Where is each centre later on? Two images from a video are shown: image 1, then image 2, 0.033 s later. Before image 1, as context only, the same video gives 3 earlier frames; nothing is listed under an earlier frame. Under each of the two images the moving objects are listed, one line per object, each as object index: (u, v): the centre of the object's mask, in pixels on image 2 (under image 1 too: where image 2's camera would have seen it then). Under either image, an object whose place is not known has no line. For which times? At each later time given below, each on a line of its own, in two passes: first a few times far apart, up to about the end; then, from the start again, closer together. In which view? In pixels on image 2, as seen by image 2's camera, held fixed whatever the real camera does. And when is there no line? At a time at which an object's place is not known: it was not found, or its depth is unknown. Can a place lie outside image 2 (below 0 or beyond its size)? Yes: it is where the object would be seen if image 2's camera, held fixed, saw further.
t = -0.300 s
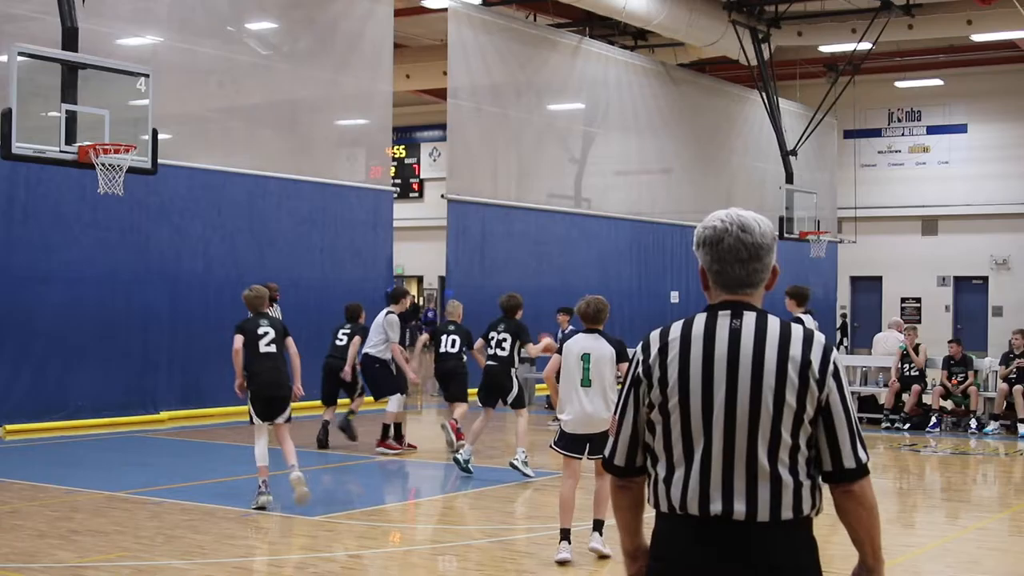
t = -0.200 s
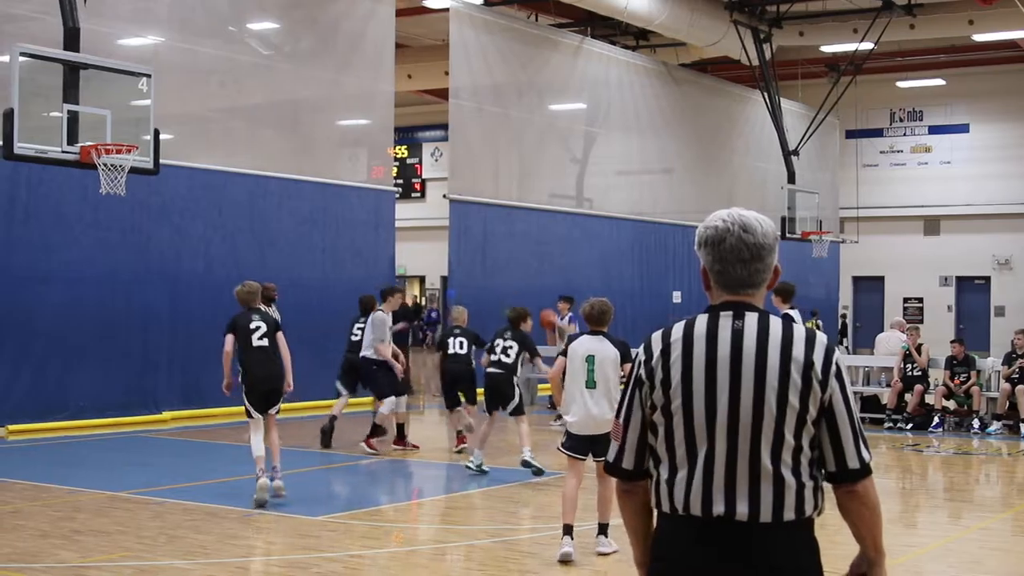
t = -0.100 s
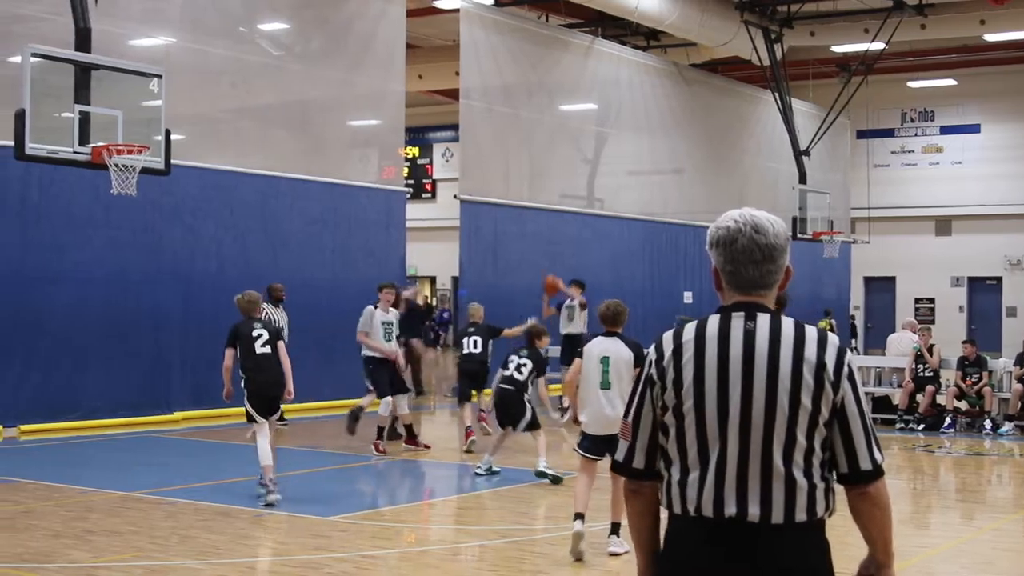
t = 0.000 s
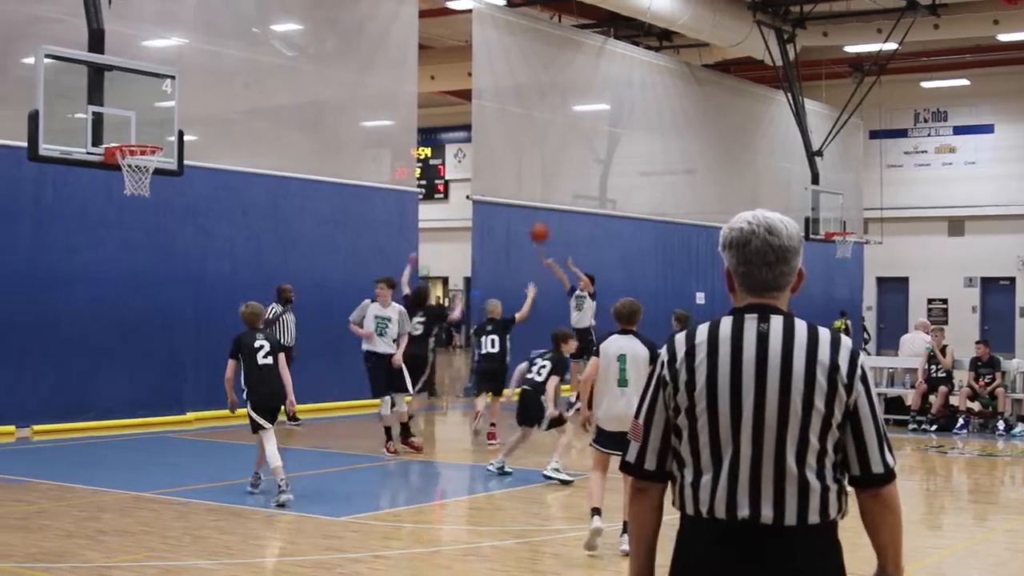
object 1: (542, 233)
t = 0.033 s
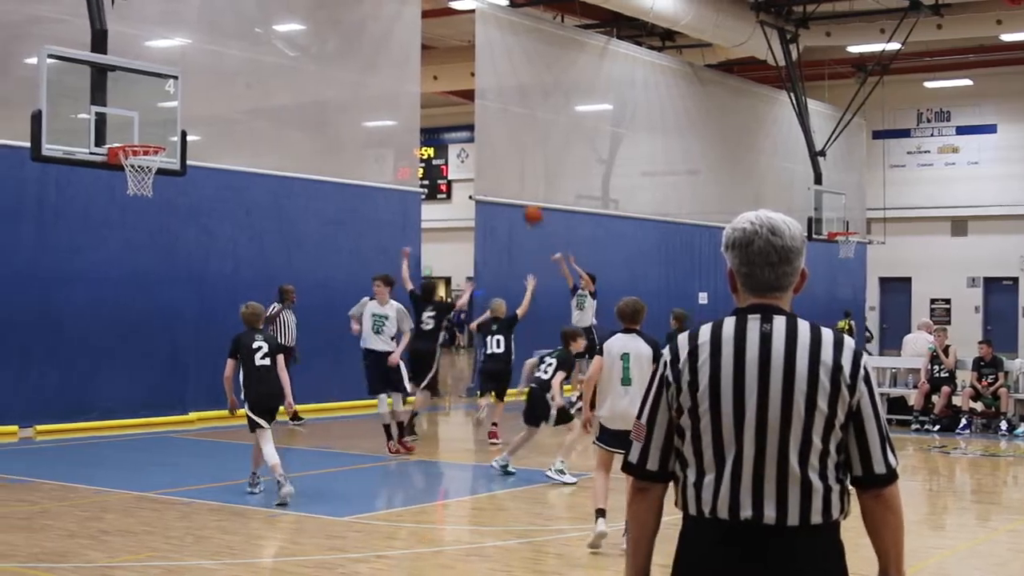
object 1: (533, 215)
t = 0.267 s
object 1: (468, 109)
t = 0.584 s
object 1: (373, 28)
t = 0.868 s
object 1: (277, 25)
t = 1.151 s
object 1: (171, 99)
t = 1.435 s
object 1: (144, 124)
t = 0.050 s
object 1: (529, 206)
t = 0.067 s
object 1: (524, 196)
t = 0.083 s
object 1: (519, 189)
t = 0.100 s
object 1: (515, 181)
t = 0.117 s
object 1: (510, 172)
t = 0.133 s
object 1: (506, 165)
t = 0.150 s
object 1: (501, 157)
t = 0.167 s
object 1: (496, 150)
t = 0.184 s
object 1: (492, 143)
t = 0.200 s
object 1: (487, 136)
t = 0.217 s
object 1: (483, 130)
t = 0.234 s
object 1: (479, 123)
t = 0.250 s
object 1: (474, 116)
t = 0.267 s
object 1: (468, 109)
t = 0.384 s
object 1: (435, 70)
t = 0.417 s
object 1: (425, 60)
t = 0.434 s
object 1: (420, 57)
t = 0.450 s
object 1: (415, 53)
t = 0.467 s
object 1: (410, 49)
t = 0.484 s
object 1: (404, 45)
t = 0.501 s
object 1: (399, 41)
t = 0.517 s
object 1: (394, 38)
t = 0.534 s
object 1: (389, 36)
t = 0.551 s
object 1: (384, 33)
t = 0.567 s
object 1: (378, 30)
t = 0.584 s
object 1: (373, 28)
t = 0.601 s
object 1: (368, 26)
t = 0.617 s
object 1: (363, 24)
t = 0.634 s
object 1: (357, 22)
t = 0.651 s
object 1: (352, 21)
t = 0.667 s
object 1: (346, 19)
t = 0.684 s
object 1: (341, 19)
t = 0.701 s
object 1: (335, 18)
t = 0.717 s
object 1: (330, 17)
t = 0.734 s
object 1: (324, 17)
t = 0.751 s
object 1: (319, 17)
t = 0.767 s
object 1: (313, 17)
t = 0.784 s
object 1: (307, 18)
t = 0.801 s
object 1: (301, 19)
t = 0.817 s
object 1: (295, 20)
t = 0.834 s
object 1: (289, 21)
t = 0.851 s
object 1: (283, 23)
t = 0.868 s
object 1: (277, 25)
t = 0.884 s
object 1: (271, 27)
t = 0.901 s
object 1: (265, 29)
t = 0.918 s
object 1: (259, 32)
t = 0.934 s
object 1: (253, 35)
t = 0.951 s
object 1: (248, 38)
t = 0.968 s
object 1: (241, 42)
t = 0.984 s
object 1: (235, 46)
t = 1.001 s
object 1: (228, 50)
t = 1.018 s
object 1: (222, 54)
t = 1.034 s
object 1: (216, 59)
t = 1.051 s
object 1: (210, 64)
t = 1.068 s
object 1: (203, 69)
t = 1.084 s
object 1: (196, 74)
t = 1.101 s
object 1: (190, 80)
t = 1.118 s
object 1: (185, 86)
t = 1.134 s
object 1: (178, 92)
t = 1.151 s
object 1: (171, 99)
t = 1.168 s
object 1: (163, 107)
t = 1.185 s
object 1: (156, 115)
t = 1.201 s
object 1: (150, 122)
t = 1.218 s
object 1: (144, 130)
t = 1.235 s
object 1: (137, 137)
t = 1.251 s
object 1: (135, 137)
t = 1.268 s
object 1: (133, 135)
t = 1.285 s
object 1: (131, 134)
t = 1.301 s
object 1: (129, 132)
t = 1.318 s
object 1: (127, 131)
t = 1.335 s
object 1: (126, 130)
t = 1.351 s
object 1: (124, 129)
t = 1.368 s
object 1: (126, 128)
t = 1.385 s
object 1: (131, 127)
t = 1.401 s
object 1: (135, 126)
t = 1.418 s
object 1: (140, 125)
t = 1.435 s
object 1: (144, 124)
